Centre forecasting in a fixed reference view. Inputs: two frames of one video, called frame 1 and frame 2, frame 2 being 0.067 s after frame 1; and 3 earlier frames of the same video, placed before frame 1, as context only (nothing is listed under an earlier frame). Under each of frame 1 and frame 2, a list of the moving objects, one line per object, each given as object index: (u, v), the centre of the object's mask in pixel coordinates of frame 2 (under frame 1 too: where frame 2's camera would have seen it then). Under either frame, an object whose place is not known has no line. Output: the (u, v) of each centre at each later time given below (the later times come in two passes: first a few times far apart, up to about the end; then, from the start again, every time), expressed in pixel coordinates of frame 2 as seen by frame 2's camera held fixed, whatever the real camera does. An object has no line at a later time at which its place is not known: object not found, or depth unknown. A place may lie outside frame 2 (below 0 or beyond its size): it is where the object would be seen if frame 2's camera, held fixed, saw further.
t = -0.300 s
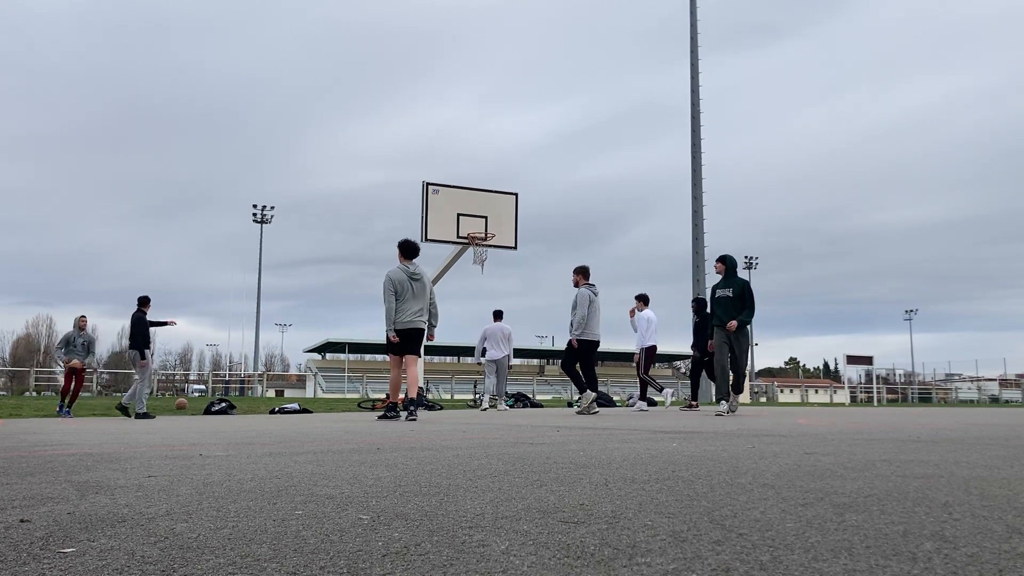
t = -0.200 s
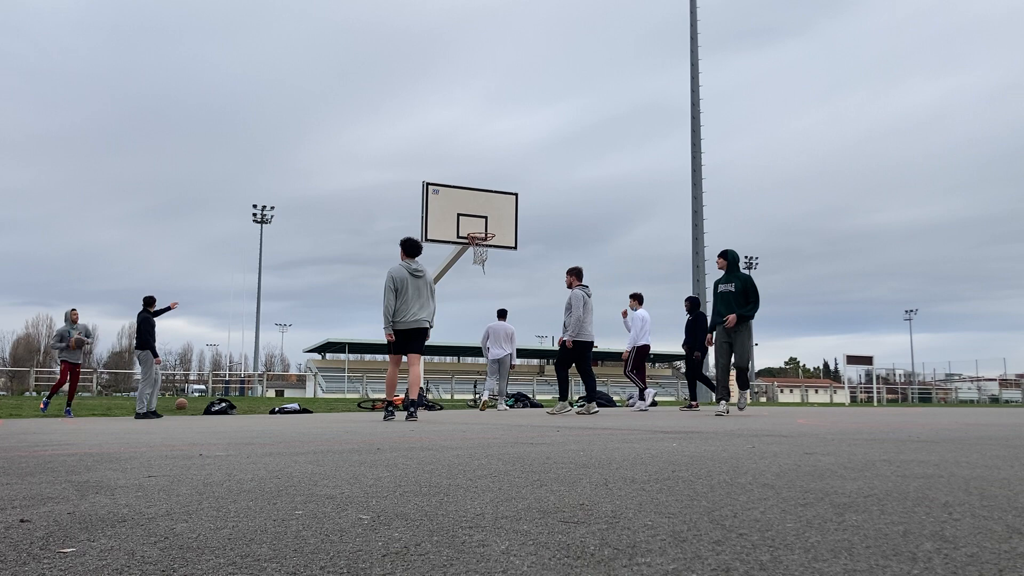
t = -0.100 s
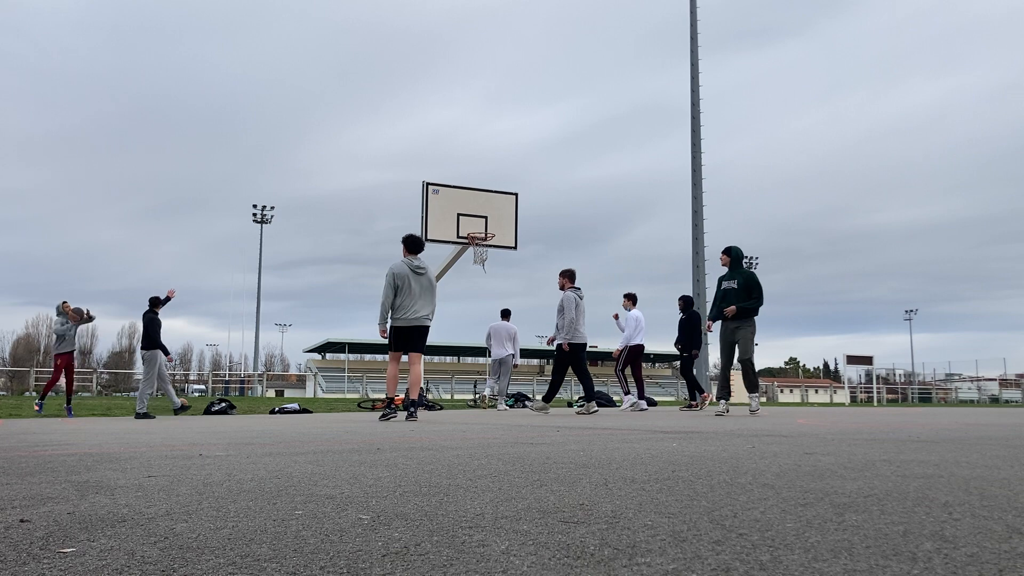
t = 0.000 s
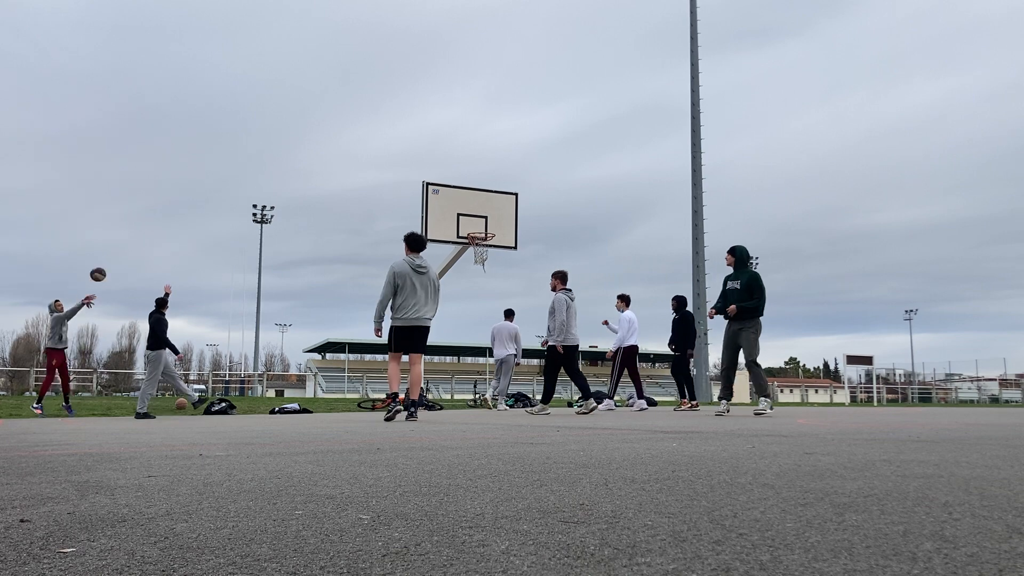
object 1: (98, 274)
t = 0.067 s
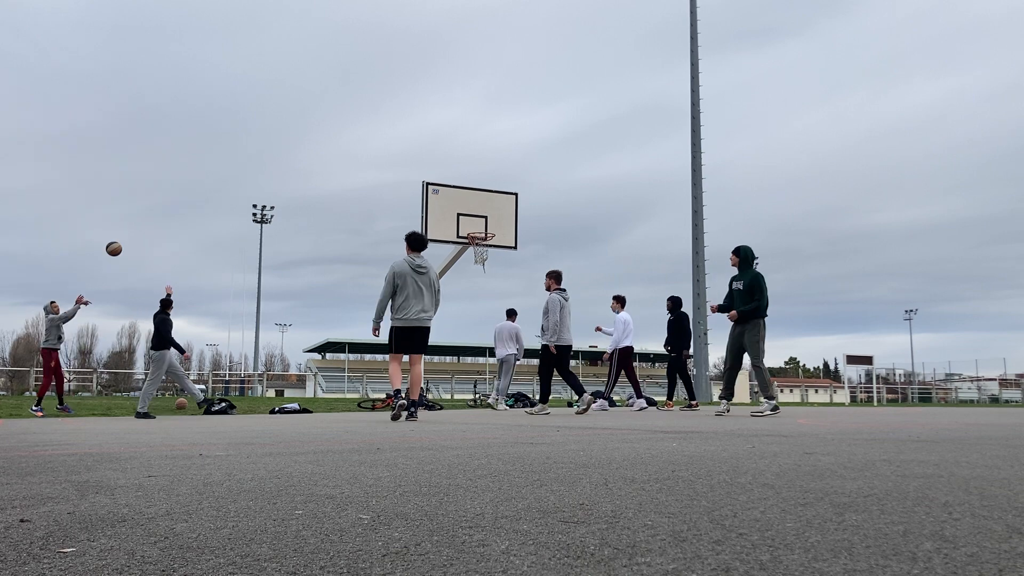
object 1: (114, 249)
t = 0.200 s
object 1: (145, 205)
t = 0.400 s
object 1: (191, 156)
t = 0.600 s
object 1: (238, 130)
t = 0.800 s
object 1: (285, 131)
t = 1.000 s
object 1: (333, 162)
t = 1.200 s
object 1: (384, 230)
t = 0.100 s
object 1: (122, 237)
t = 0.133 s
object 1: (130, 226)
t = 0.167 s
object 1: (137, 215)
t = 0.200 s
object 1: (145, 205)
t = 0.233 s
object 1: (153, 195)
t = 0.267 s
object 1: (161, 186)
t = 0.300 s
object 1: (168, 178)
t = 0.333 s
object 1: (176, 170)
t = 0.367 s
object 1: (183, 163)
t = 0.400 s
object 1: (191, 156)
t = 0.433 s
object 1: (199, 150)
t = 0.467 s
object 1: (206, 145)
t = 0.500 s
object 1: (214, 140)
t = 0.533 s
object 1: (222, 136)
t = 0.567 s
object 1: (230, 133)
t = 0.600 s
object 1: (238, 130)
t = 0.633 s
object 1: (245, 129)
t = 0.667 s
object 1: (253, 128)
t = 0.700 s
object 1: (261, 127)
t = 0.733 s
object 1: (269, 128)
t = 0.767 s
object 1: (277, 129)
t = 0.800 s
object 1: (285, 131)
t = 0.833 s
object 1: (293, 134)
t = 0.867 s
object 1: (301, 138)
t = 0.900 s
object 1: (309, 142)
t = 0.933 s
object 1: (317, 148)
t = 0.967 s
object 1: (325, 155)
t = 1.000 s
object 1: (333, 162)
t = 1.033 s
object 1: (342, 171)
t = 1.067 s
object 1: (350, 180)
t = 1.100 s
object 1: (358, 191)
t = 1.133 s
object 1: (367, 203)
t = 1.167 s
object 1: (375, 216)
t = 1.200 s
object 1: (384, 230)
